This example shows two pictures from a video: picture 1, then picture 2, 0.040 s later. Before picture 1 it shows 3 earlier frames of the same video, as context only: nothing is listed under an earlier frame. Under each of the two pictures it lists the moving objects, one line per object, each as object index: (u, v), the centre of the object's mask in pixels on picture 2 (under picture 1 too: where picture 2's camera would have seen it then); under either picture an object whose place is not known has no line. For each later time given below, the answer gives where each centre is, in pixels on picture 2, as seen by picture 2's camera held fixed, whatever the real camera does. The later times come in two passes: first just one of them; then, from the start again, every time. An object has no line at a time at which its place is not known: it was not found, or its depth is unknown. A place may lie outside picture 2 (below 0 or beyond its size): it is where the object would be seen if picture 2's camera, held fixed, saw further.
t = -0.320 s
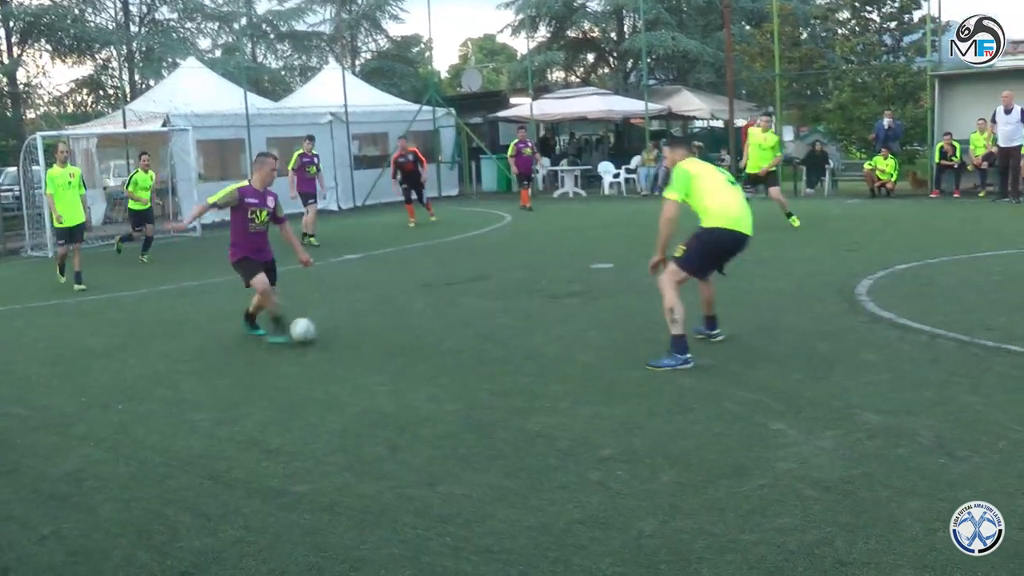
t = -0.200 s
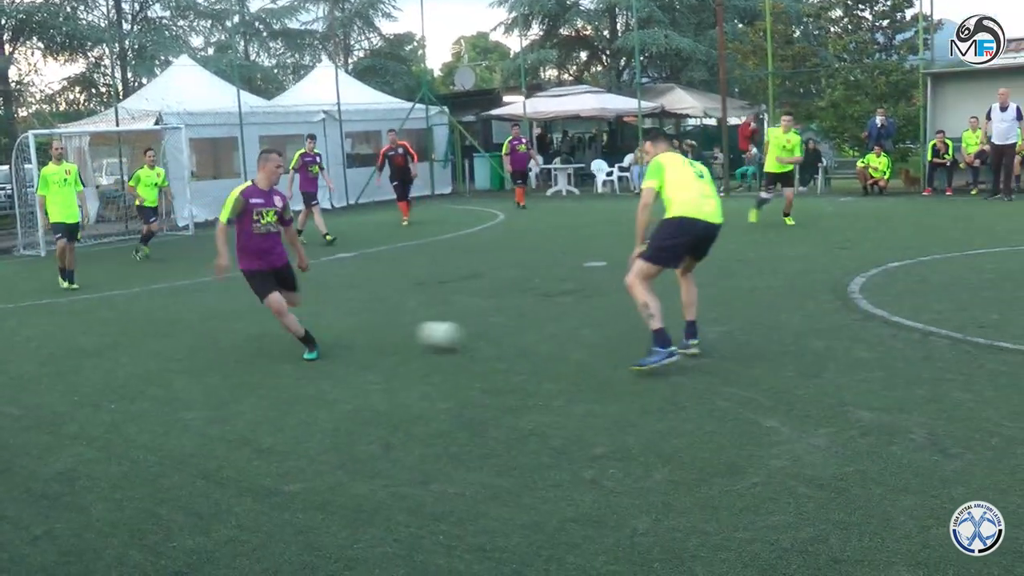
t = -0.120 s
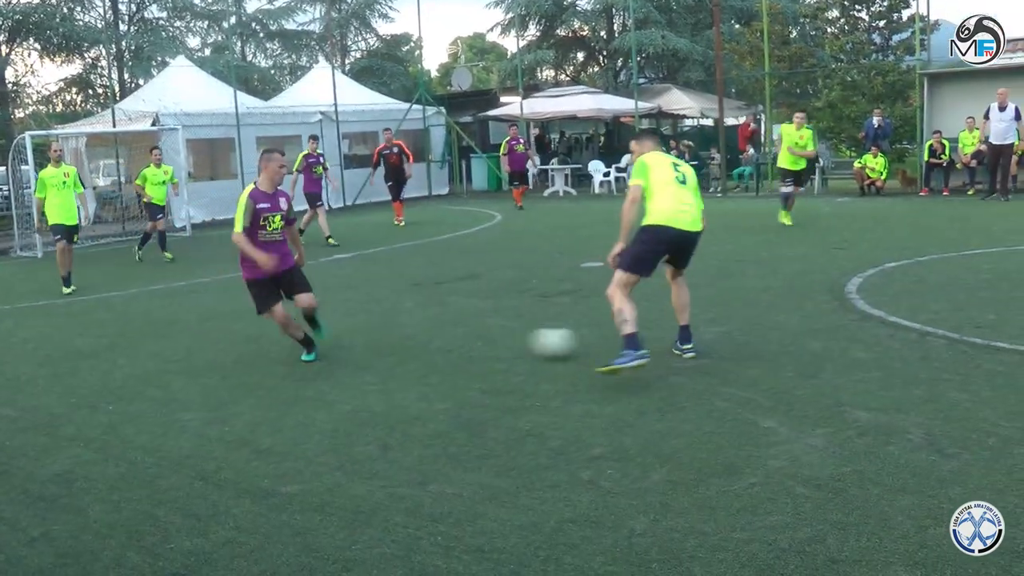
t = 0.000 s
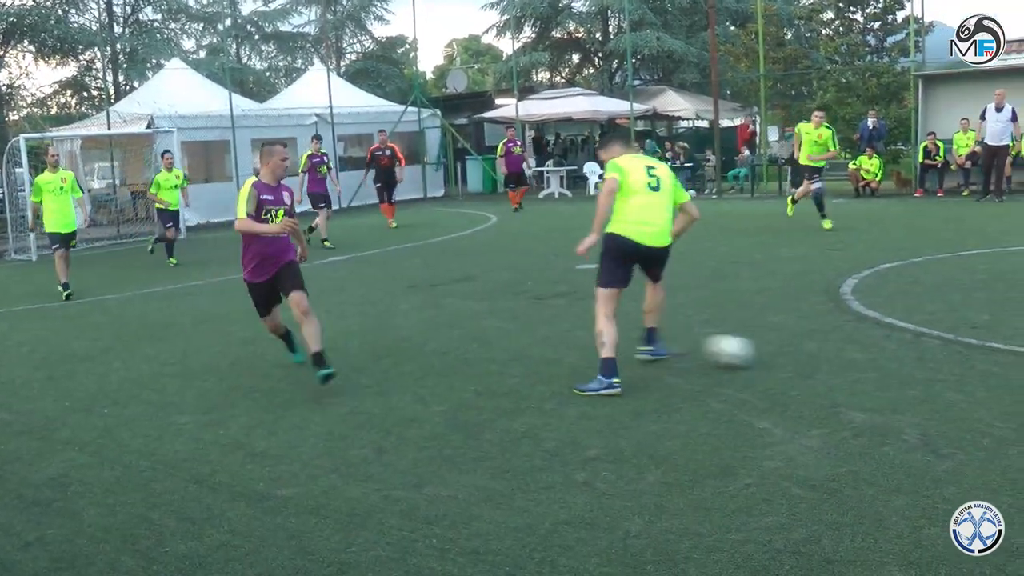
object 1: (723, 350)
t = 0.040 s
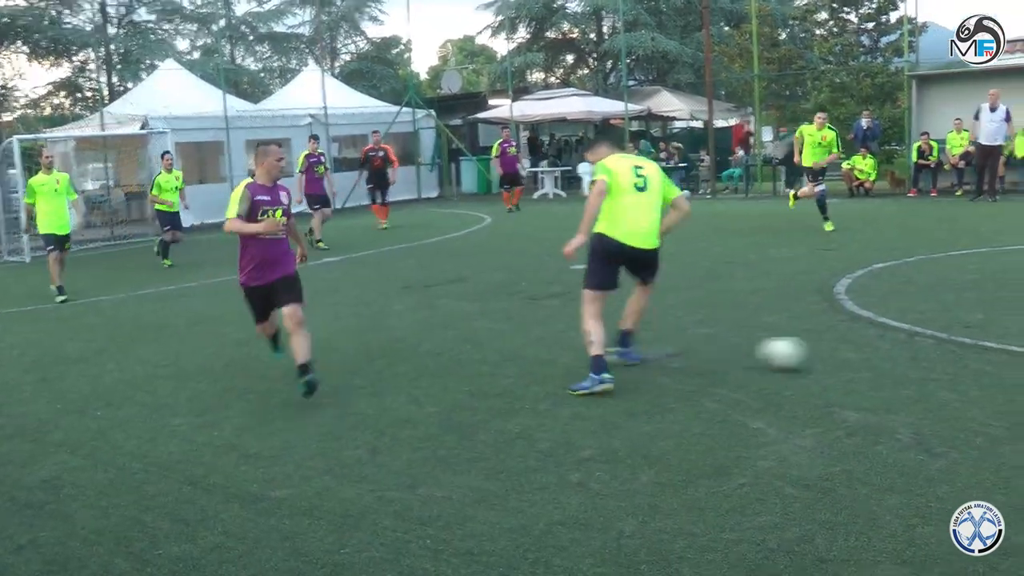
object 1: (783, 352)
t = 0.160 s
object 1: (965, 363)
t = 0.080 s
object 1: (840, 355)
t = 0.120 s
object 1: (902, 358)
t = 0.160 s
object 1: (965, 363)
